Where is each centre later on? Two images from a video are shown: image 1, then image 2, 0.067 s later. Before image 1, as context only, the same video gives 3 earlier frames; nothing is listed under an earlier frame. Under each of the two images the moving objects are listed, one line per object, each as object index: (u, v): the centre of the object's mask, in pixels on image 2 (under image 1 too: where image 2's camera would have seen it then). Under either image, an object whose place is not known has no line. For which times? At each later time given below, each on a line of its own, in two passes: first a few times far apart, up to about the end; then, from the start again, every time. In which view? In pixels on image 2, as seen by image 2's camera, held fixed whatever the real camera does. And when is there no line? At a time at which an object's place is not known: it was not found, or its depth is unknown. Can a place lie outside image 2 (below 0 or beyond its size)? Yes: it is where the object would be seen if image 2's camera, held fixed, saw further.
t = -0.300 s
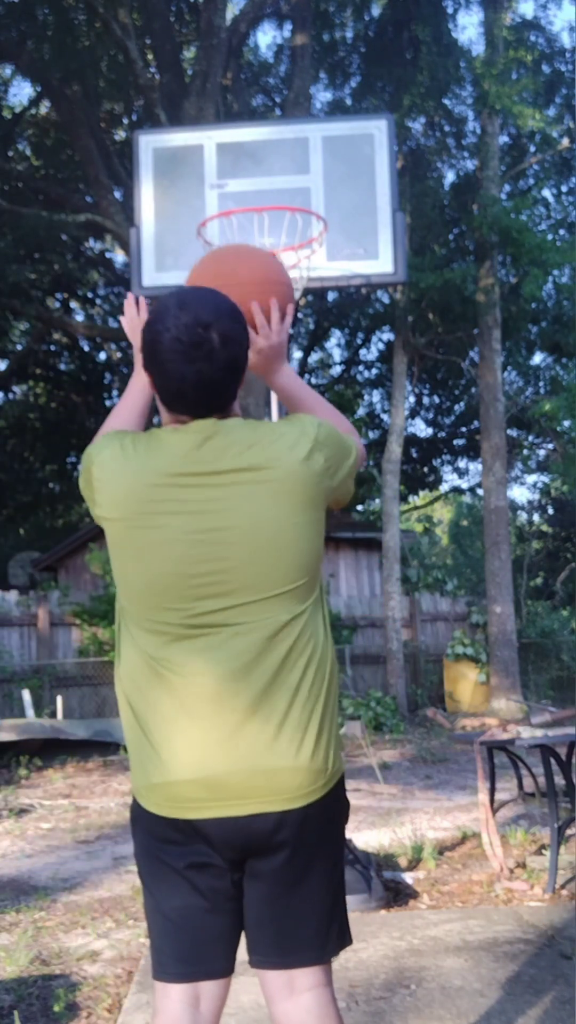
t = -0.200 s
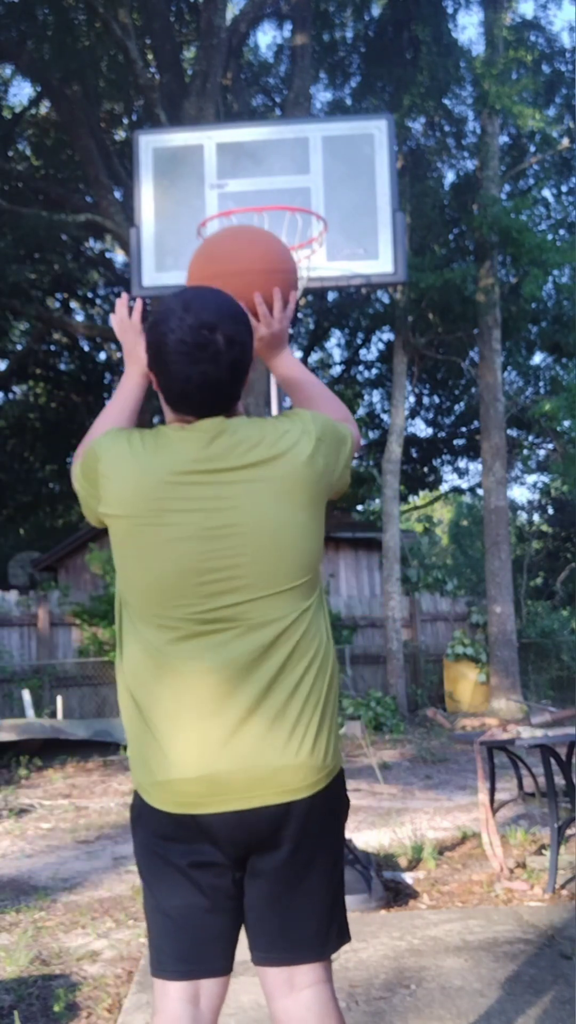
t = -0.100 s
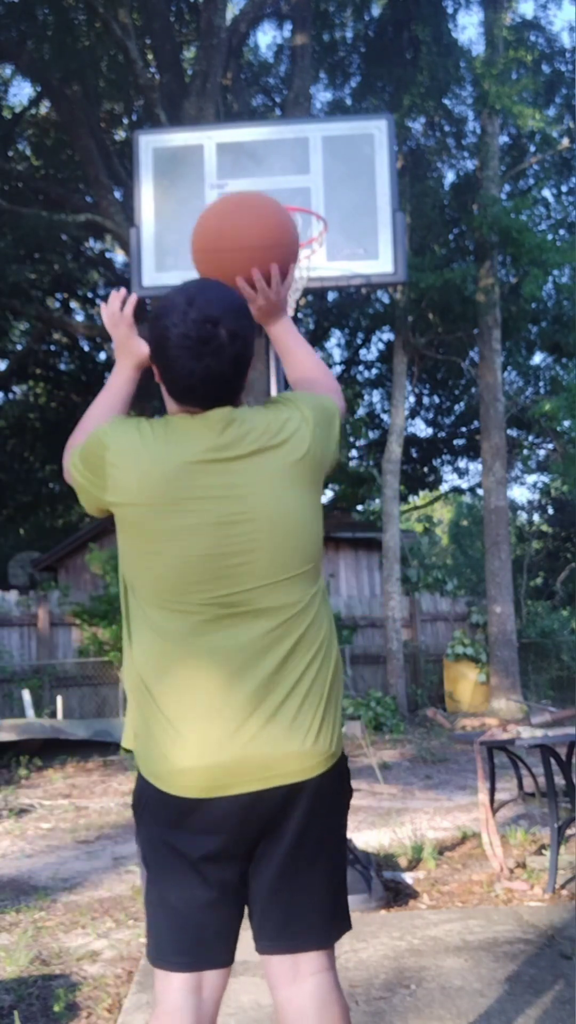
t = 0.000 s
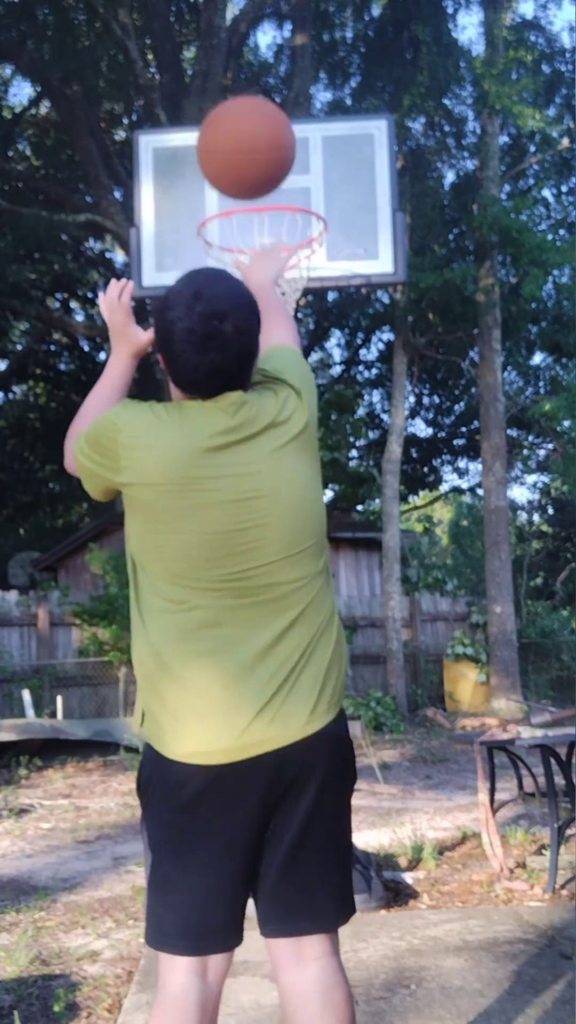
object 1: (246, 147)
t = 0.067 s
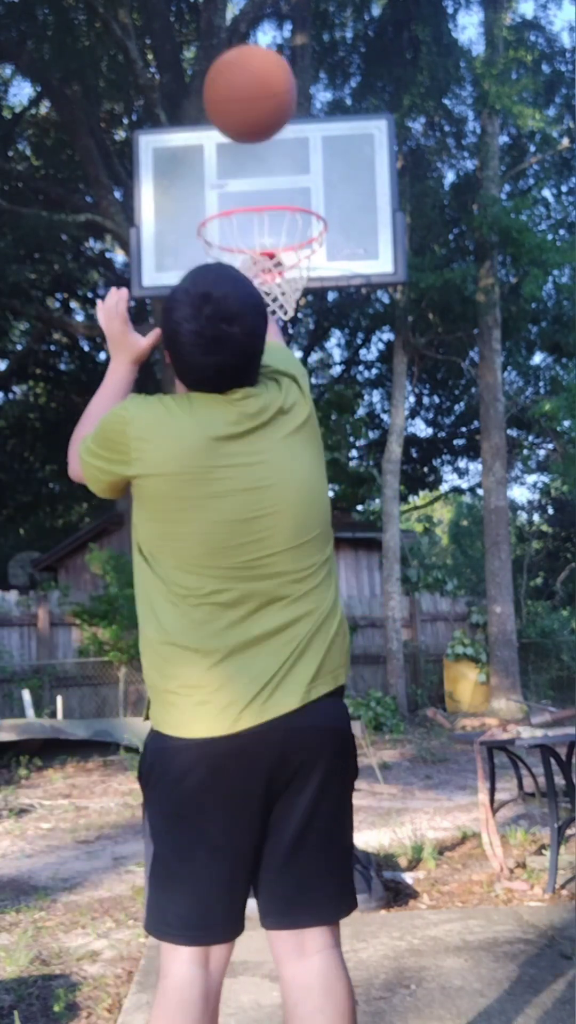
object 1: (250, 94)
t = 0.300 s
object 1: (263, 54)
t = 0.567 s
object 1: (279, 184)
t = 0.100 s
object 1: (252, 75)
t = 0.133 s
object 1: (253, 63)
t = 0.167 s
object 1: (255, 54)
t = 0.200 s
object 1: (257, 49)
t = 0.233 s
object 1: (259, 48)
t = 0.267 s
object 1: (261, 50)
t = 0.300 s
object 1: (263, 54)
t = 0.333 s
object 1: (265, 63)
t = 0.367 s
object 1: (267, 74)
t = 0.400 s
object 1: (269, 87)
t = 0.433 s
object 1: (271, 101)
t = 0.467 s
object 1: (273, 120)
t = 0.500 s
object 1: (276, 139)
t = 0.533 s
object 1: (277, 162)
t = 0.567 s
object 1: (279, 184)
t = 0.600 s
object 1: (281, 210)
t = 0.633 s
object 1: (283, 236)
